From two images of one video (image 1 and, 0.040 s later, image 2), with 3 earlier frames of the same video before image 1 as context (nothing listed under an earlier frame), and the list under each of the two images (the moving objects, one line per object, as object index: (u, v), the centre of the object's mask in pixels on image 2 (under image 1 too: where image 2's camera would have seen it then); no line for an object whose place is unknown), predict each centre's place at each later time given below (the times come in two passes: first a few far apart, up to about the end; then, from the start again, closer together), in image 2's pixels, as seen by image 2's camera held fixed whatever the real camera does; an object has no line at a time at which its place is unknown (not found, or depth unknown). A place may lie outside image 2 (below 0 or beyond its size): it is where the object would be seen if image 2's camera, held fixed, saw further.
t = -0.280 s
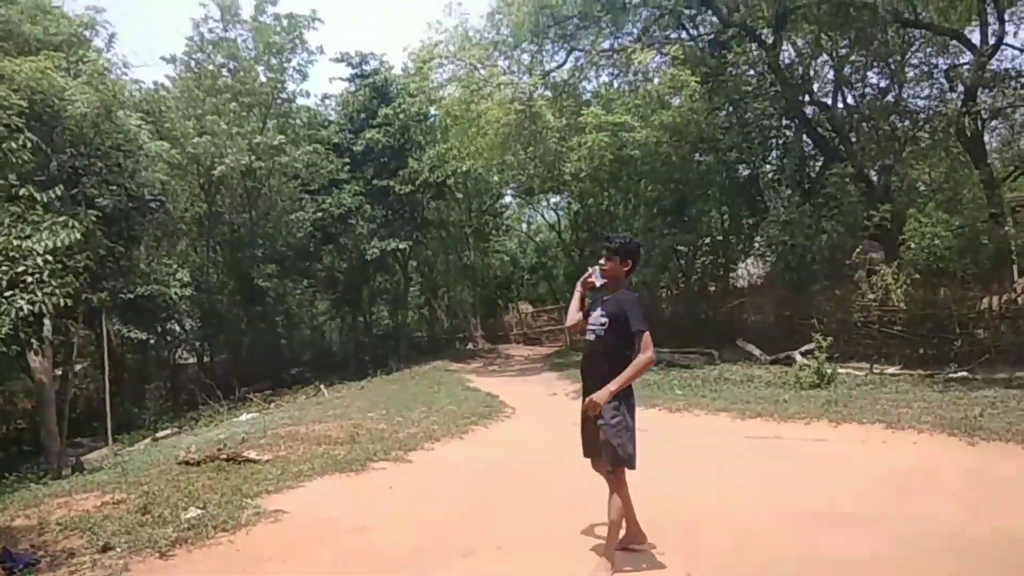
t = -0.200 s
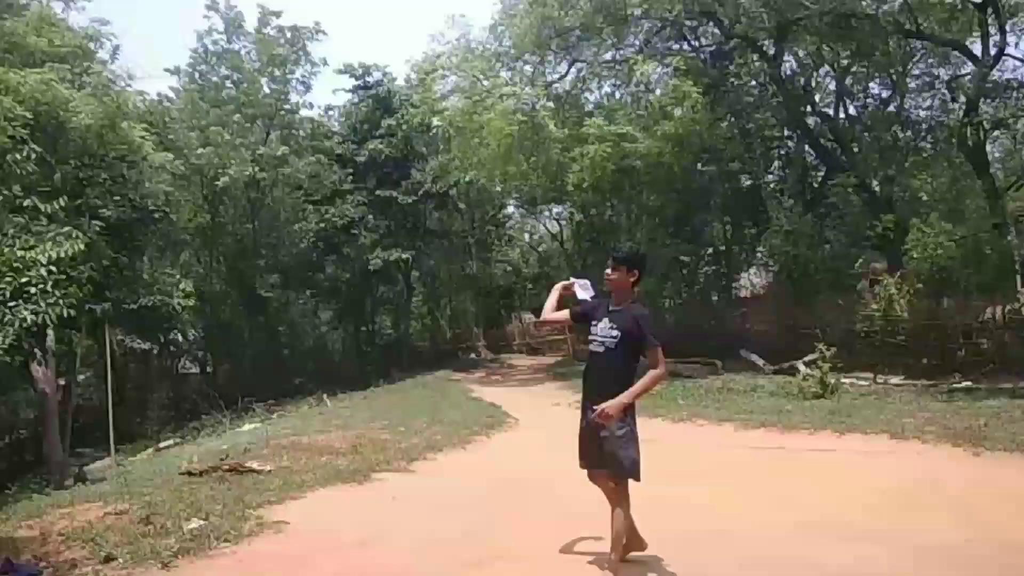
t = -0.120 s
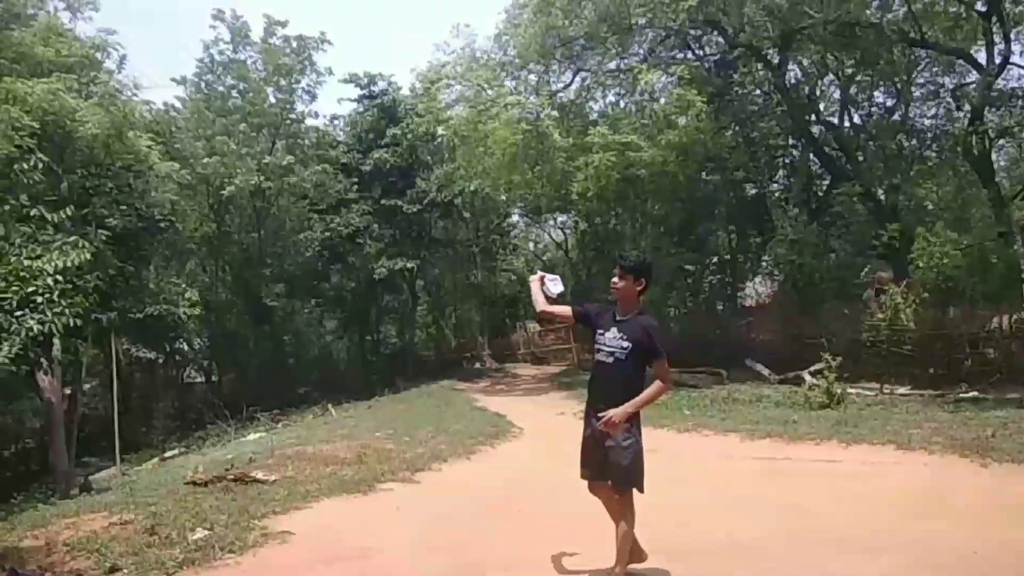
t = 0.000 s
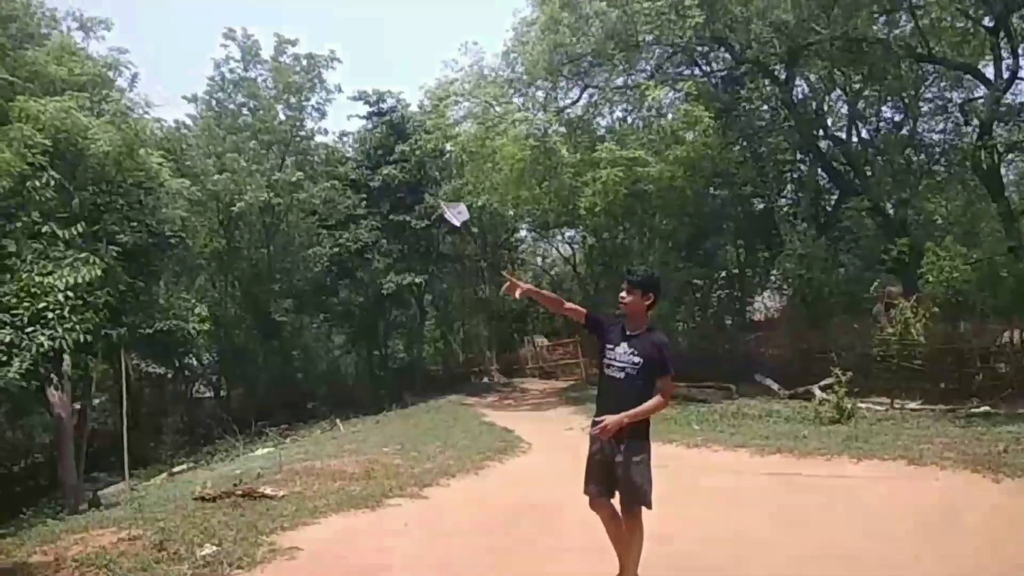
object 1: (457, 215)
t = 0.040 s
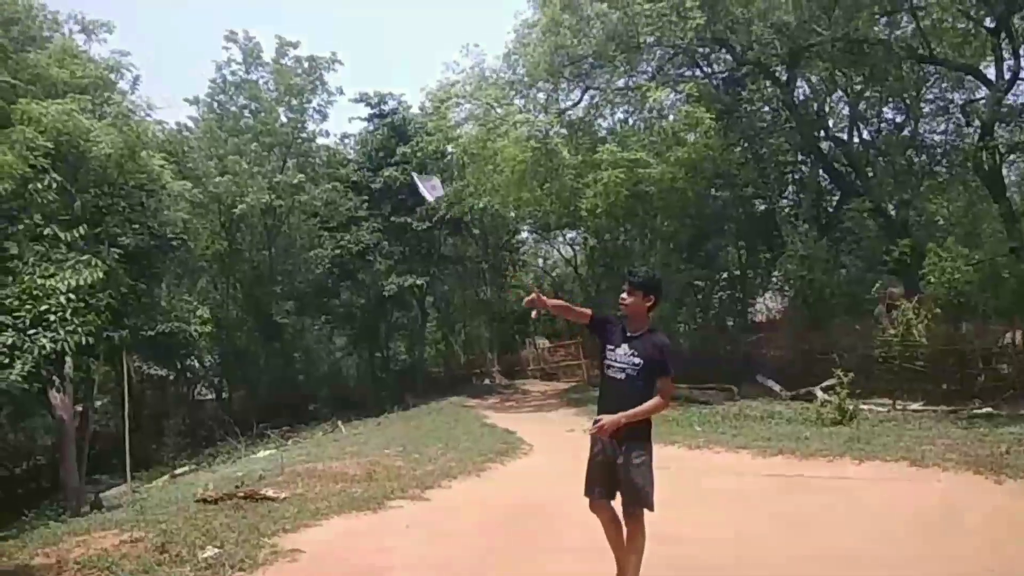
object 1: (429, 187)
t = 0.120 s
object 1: (360, 103)
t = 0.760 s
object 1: (369, 11)
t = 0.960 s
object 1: (417, 113)
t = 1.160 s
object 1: (453, 205)
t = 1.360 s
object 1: (487, 315)
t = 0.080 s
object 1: (392, 145)
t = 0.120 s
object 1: (360, 103)
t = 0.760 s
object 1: (369, 11)
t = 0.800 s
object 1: (377, 28)
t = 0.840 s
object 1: (383, 40)
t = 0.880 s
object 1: (394, 64)
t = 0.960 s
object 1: (417, 113)
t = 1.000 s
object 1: (422, 129)
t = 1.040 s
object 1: (431, 150)
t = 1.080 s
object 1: (439, 170)
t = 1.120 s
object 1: (447, 191)
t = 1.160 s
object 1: (453, 205)
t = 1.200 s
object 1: (474, 261)
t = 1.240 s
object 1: (479, 277)
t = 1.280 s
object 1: (484, 292)
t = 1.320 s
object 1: (486, 302)
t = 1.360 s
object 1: (487, 315)
